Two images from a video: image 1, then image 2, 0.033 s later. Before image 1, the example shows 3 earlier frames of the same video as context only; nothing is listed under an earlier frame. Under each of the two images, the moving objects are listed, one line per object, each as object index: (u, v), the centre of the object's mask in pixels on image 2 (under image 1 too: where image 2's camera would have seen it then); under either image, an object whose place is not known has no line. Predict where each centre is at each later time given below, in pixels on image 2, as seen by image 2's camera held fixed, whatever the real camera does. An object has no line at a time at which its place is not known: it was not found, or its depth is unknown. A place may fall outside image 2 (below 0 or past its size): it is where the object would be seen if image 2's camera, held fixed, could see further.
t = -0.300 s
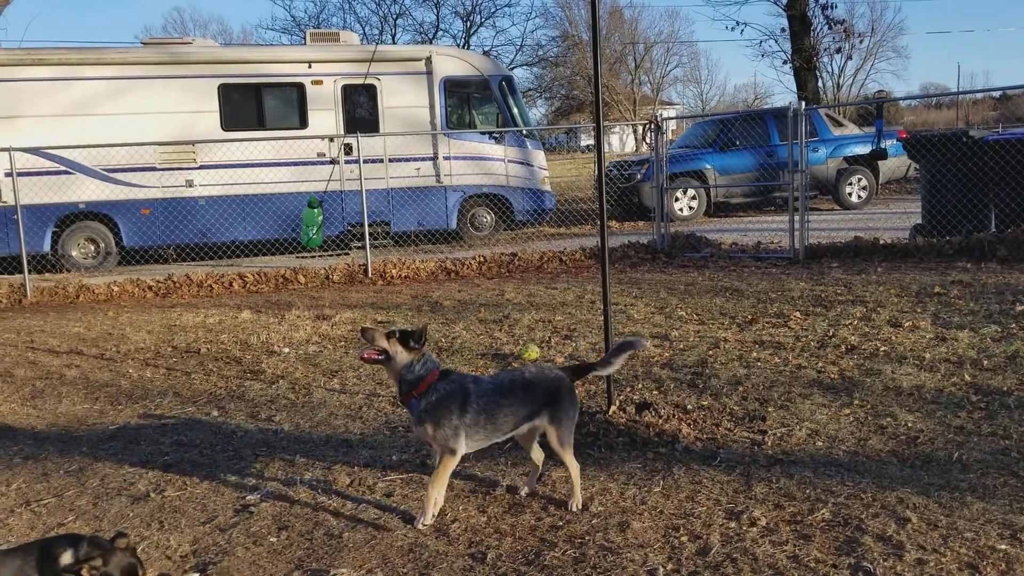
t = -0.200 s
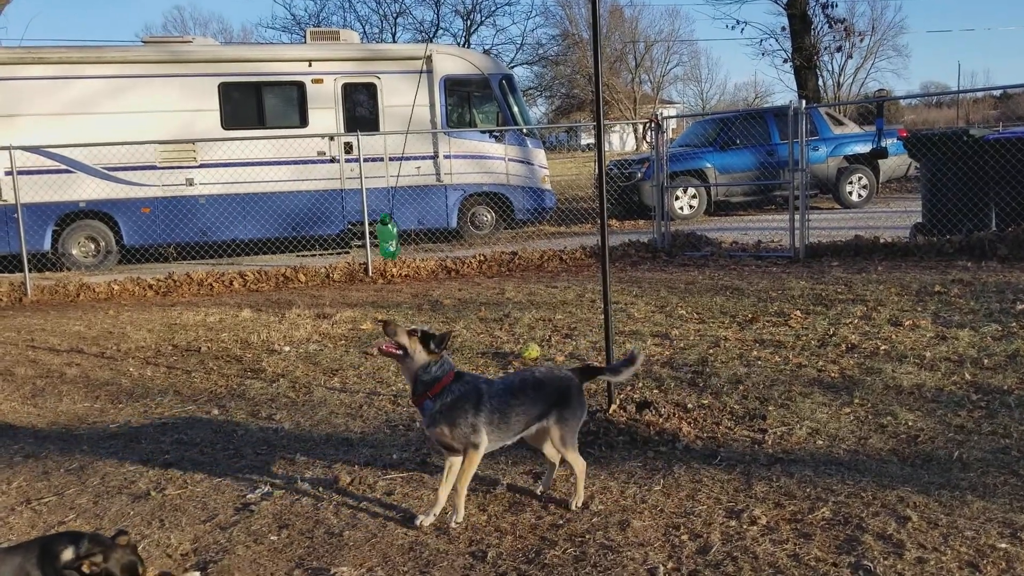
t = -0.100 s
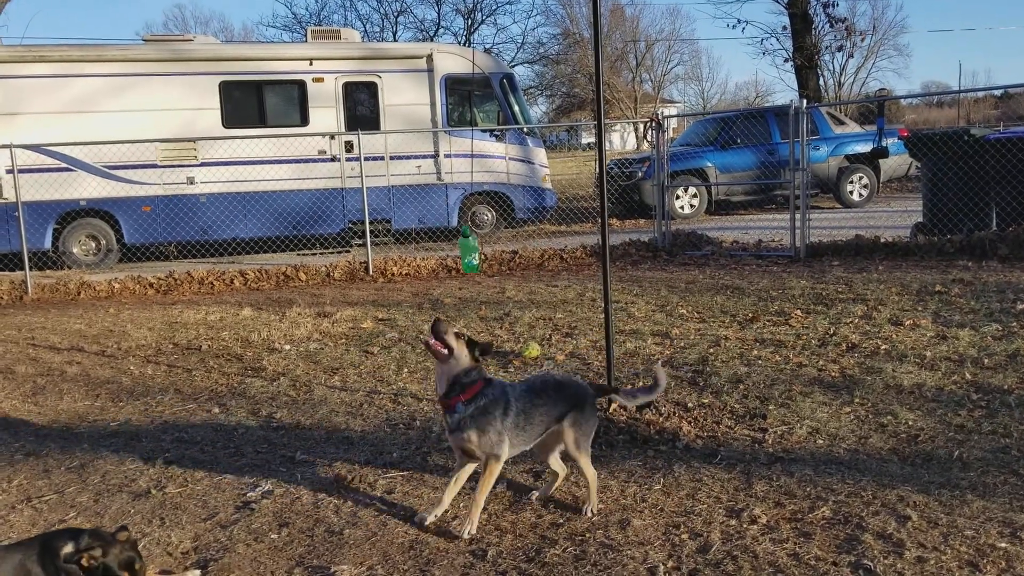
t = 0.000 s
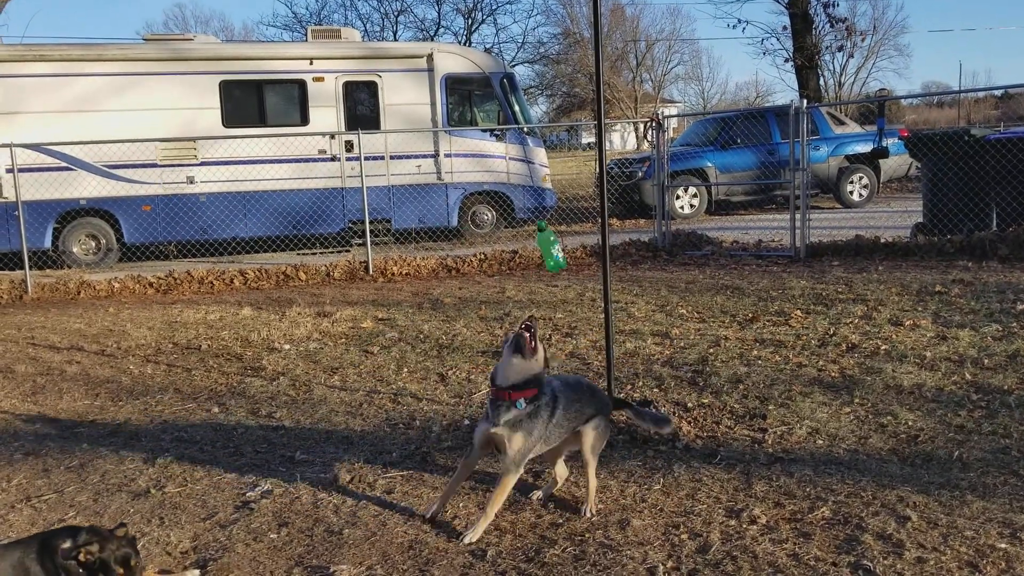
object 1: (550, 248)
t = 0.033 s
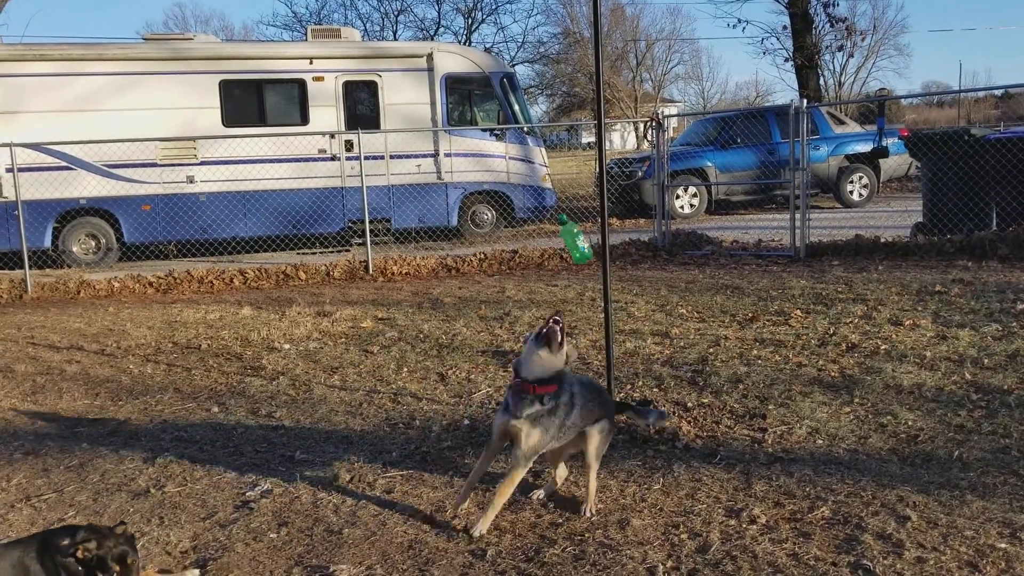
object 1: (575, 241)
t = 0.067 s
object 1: (597, 231)
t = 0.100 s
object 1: (618, 221)
